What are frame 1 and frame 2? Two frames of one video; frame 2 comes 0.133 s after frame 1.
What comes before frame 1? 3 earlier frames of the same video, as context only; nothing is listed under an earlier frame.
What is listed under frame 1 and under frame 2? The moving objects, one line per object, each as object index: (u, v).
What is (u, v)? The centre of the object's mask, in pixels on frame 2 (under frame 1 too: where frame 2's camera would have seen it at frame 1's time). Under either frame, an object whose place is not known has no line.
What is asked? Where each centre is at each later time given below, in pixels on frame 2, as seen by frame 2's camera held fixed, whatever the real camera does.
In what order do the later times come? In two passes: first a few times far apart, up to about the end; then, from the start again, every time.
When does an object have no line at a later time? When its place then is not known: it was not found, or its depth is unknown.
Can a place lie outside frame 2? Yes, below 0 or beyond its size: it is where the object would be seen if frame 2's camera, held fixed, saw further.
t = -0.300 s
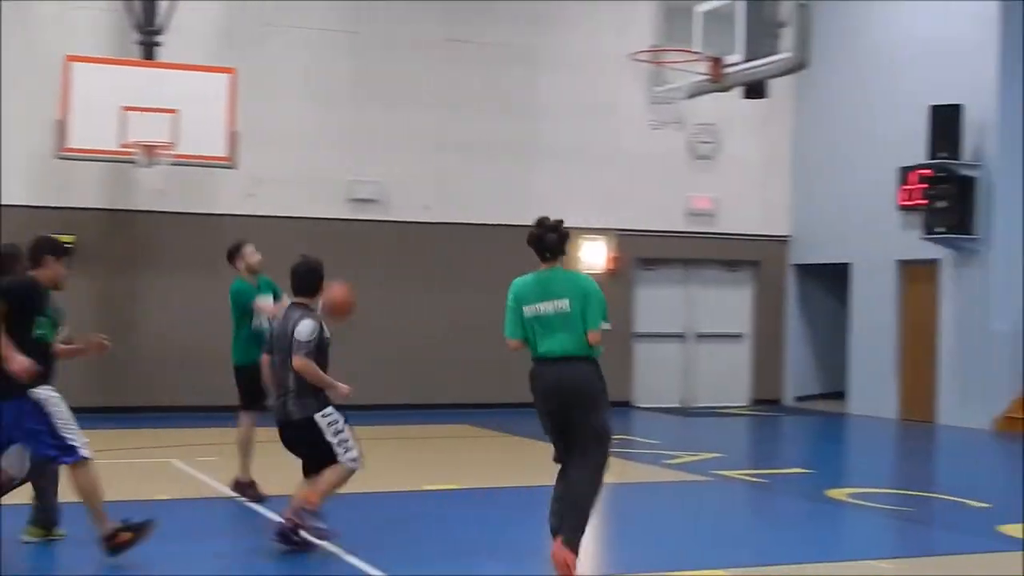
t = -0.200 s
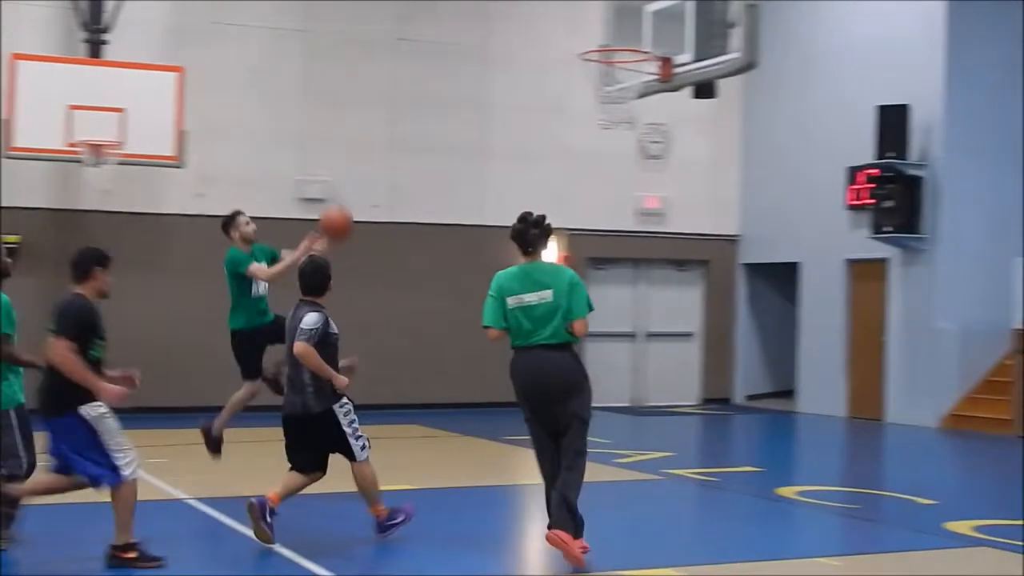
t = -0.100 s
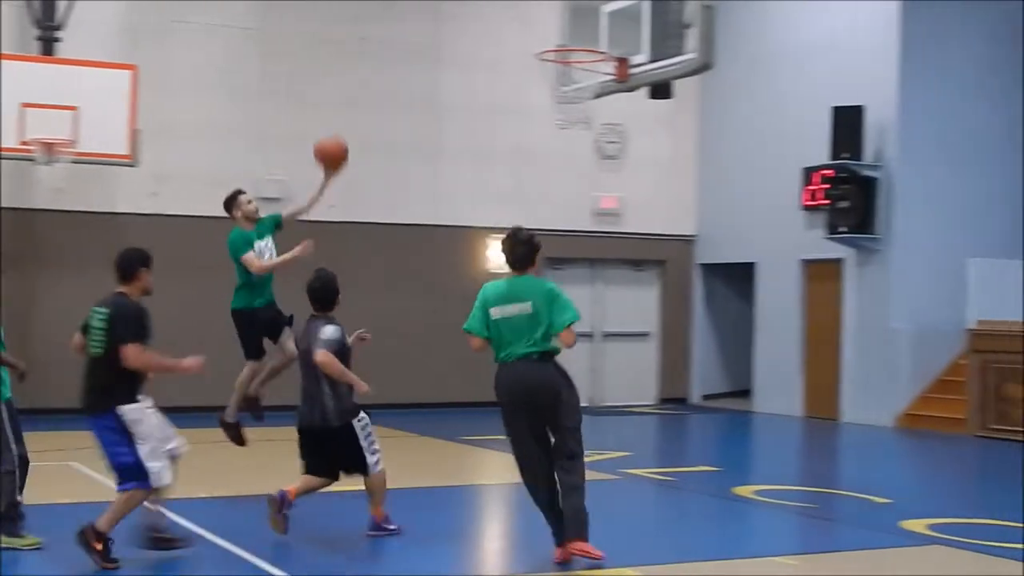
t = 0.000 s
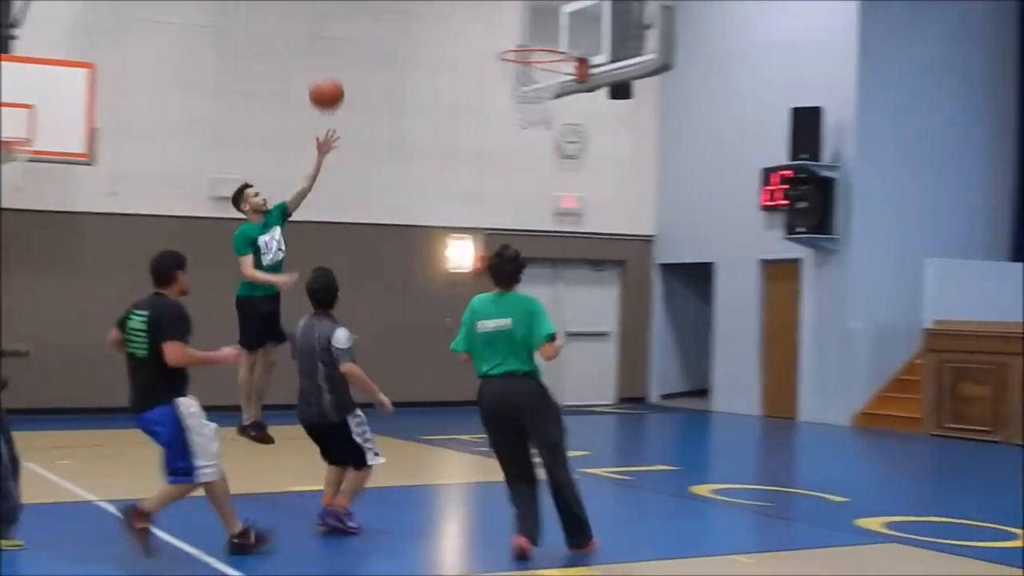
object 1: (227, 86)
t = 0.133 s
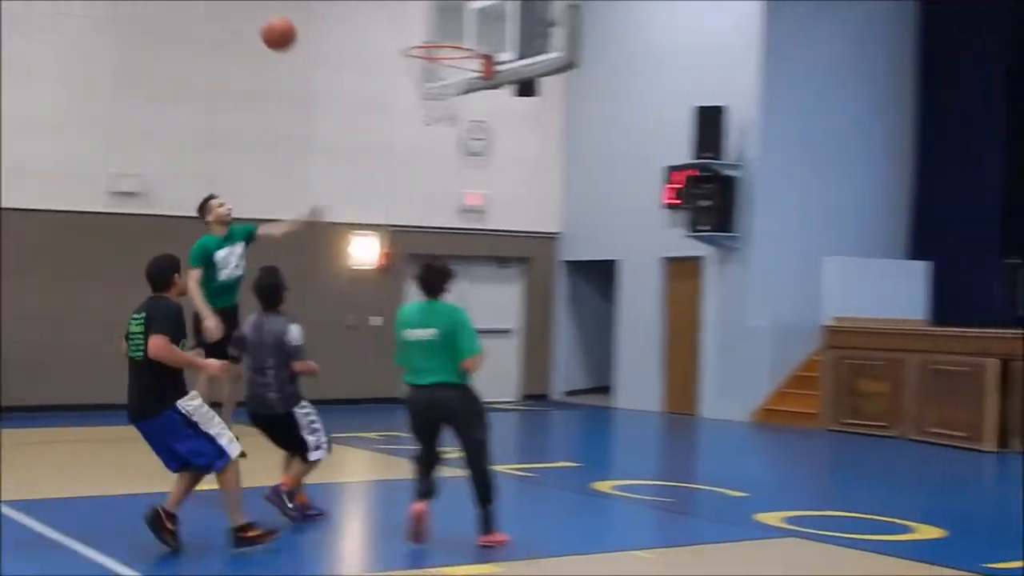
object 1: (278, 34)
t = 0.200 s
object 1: (303, 15)
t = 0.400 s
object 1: (374, 5)
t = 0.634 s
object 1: (448, 50)
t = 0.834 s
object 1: (429, 81)
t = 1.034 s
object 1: (419, 99)
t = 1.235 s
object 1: (443, 113)
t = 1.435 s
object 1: (445, 119)
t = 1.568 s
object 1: (437, 136)
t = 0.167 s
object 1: (291, 23)
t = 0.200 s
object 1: (303, 15)
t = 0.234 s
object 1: (315, 10)
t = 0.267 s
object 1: (327, 8)
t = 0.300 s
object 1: (339, 6)
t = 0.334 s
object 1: (350, 5)
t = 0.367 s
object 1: (362, 4)
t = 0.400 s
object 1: (374, 5)
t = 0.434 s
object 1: (385, 6)
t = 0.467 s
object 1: (397, 9)
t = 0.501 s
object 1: (408, 13)
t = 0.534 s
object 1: (420, 21)
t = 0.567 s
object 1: (431, 29)
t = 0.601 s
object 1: (442, 43)
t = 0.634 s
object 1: (448, 50)
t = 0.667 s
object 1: (448, 52)
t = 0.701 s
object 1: (448, 56)
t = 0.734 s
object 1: (446, 63)
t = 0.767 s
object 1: (440, 67)
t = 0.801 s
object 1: (434, 74)
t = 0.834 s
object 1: (429, 81)
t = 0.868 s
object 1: (423, 88)
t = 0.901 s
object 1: (419, 93)
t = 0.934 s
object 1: (416, 95)
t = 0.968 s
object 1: (416, 96)
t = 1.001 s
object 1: (417, 98)
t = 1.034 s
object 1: (419, 99)
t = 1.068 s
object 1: (421, 101)
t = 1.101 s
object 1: (425, 103)
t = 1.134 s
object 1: (430, 106)
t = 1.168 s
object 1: (433, 108)
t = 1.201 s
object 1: (438, 110)
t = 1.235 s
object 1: (443, 113)
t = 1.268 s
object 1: (446, 116)
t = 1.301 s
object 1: (448, 116)
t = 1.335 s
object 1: (449, 117)
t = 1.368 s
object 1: (448, 117)
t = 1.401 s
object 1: (446, 117)
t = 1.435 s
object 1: (445, 119)
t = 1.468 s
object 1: (443, 123)
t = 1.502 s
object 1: (441, 126)
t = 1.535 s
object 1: (439, 129)
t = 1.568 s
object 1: (437, 136)
